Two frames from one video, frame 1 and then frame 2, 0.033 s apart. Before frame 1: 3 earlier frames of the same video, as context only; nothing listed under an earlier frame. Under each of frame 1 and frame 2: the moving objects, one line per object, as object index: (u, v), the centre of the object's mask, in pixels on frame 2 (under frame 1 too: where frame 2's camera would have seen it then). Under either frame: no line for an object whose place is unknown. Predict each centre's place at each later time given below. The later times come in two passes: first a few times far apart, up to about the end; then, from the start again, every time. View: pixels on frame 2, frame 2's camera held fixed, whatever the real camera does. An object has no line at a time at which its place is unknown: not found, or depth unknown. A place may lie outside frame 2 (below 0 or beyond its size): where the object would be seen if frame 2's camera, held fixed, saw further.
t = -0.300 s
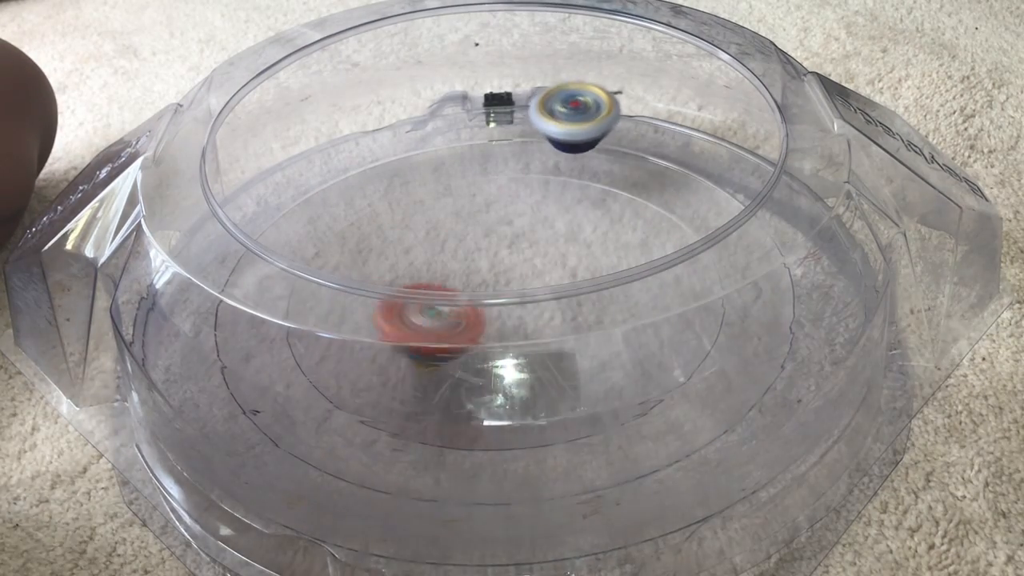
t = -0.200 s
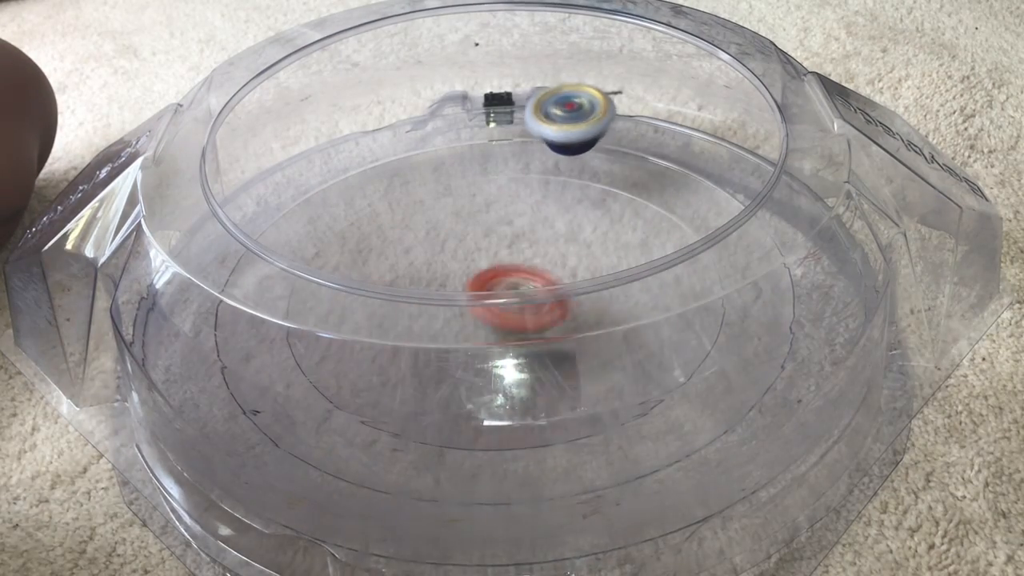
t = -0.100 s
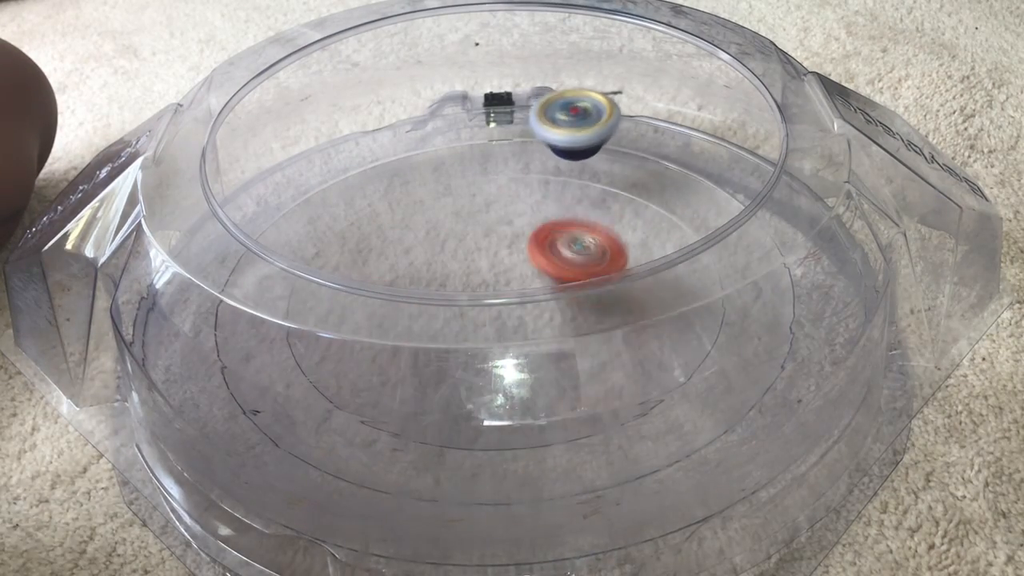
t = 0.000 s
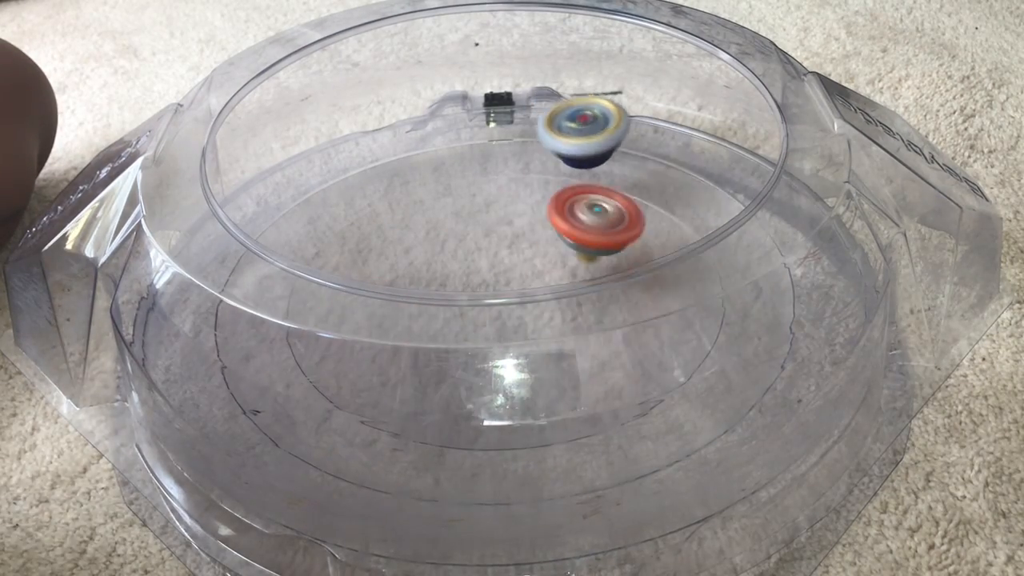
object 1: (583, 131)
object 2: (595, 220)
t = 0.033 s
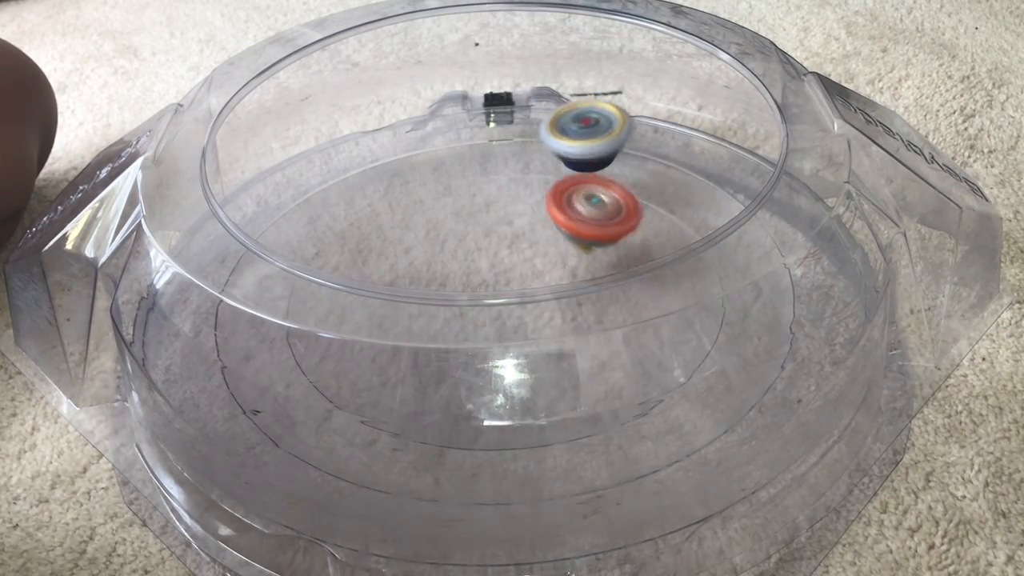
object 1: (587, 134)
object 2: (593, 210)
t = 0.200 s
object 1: (606, 140)
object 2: (522, 236)
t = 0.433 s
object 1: (634, 151)
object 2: (434, 291)
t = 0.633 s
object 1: (604, 186)
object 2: (534, 304)
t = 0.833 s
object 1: (465, 224)
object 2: (591, 293)
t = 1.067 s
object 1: (414, 332)
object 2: (530, 285)
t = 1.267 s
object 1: (555, 353)
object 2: (496, 268)
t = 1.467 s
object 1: (628, 266)
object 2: (520, 290)
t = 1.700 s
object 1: (507, 203)
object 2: (546, 283)
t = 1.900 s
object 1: (383, 242)
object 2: (514, 273)
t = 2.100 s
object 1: (411, 338)
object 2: (510, 305)
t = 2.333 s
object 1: (582, 335)
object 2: (526, 272)
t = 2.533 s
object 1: (608, 242)
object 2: (456, 286)
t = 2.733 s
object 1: (491, 206)
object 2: (507, 322)
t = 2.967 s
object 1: (375, 267)
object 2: (532, 247)
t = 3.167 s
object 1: (452, 346)
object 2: (439, 249)
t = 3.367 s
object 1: (610, 318)
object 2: (468, 317)
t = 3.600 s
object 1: (672, 195)
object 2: (521, 269)
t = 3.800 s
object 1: (680, 148)
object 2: (480, 261)
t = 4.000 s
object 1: (669, 146)
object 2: (483, 284)
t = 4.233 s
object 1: (672, 171)
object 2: (506, 280)
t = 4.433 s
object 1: (588, 221)
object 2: (508, 266)
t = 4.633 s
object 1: (521, 261)
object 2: (426, 306)
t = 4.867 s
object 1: (543, 333)
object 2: (417, 351)
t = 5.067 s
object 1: (583, 328)
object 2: (447, 363)
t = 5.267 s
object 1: (519, 269)
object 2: (480, 334)
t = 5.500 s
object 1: (439, 207)
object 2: (481, 310)
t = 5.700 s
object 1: (434, 169)
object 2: (464, 270)
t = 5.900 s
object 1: (482, 166)
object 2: (443, 257)
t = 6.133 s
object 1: (567, 206)
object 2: (454, 258)
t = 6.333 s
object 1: (610, 248)
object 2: (503, 258)
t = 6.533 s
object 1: (609, 316)
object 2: (539, 248)
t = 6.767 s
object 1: (543, 354)
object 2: (545, 246)
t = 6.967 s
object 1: (460, 361)
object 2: (540, 263)
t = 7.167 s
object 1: (421, 334)
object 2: (549, 302)
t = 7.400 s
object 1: (426, 263)
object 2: (551, 306)
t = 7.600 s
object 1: (452, 237)
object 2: (525, 305)
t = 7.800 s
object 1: (493, 238)
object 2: (483, 307)
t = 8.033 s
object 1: (561, 219)
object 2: (449, 328)
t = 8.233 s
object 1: (596, 244)
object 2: (465, 316)
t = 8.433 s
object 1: (580, 299)
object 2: (479, 270)
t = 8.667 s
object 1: (505, 332)
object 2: (480, 247)
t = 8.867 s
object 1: (446, 315)
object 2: (485, 243)
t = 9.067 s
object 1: (395, 303)
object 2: (565, 196)
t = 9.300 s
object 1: (451, 261)
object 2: (588, 199)
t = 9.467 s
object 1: (498, 264)
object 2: (587, 232)
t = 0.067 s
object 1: (588, 136)
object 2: (587, 207)
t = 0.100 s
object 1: (592, 139)
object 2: (577, 210)
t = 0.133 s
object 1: (598, 139)
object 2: (561, 217)
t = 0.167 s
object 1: (602, 139)
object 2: (543, 226)
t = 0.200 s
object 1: (606, 140)
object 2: (522, 236)
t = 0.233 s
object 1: (611, 140)
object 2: (501, 245)
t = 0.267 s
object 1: (615, 141)
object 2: (480, 255)
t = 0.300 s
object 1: (619, 143)
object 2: (461, 262)
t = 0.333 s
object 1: (624, 144)
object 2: (446, 266)
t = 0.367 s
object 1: (628, 146)
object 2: (437, 279)
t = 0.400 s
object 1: (631, 148)
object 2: (433, 286)
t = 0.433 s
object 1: (634, 151)
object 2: (434, 291)
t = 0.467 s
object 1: (638, 155)
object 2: (443, 307)
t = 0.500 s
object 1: (640, 158)
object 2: (458, 308)
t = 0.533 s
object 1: (639, 162)
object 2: (474, 309)
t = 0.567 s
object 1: (634, 169)
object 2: (495, 307)
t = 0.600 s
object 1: (622, 177)
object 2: (514, 306)
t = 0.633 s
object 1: (604, 186)
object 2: (534, 304)
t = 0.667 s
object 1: (586, 195)
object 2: (550, 286)
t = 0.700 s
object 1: (562, 206)
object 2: (565, 277)
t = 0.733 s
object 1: (538, 212)
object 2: (574, 273)
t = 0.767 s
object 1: (513, 213)
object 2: (585, 281)
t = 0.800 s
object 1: (487, 217)
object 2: (590, 282)
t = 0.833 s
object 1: (465, 224)
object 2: (591, 293)
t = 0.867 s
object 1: (446, 234)
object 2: (588, 294)
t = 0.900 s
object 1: (427, 248)
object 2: (582, 295)
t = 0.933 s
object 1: (415, 258)
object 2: (574, 298)
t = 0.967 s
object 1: (407, 277)
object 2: (565, 297)
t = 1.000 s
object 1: (404, 294)
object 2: (554, 298)
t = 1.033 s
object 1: (407, 309)
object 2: (540, 289)
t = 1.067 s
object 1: (414, 332)
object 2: (530, 285)
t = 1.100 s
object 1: (426, 341)
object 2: (520, 280)
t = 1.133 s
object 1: (450, 349)
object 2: (513, 269)
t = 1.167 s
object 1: (474, 356)
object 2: (506, 268)
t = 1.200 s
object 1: (504, 360)
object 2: (500, 268)
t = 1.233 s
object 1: (528, 358)
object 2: (497, 267)
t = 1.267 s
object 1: (555, 353)
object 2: (496, 268)
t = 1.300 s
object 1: (584, 343)
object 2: (496, 269)
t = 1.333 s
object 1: (605, 331)
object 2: (498, 271)
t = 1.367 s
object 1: (622, 318)
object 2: (501, 281)
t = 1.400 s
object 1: (636, 307)
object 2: (506, 286)
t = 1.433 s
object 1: (635, 283)
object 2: (513, 290)
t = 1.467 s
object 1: (628, 266)
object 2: (520, 290)
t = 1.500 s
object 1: (616, 246)
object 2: (527, 291)
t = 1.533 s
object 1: (607, 239)
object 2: (534, 303)
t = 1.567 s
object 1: (591, 228)
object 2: (539, 302)
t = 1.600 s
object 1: (575, 219)
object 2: (541, 302)
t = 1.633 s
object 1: (554, 211)
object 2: (544, 288)
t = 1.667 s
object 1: (531, 206)
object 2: (546, 287)
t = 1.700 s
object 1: (507, 203)
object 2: (546, 283)
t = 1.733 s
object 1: (483, 203)
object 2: (545, 278)
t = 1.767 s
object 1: (460, 205)
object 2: (541, 269)
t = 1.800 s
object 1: (436, 211)
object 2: (536, 269)
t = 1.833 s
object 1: (415, 218)
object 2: (529, 270)
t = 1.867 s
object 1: (397, 229)
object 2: (522, 271)
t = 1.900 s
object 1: (383, 242)
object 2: (514, 273)
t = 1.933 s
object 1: (373, 253)
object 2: (509, 282)
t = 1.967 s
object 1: (368, 273)
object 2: (504, 289)
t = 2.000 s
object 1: (370, 288)
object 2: (502, 292)
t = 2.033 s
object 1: (378, 305)
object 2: (503, 306)
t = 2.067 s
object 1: (391, 323)
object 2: (503, 305)
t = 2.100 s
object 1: (411, 338)
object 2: (510, 305)
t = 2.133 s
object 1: (428, 345)
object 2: (522, 305)
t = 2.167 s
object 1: (452, 352)
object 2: (533, 303)
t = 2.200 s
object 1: (480, 359)
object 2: (540, 301)
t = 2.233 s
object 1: (507, 358)
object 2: (545, 288)
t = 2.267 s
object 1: (535, 354)
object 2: (545, 281)
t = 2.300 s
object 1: (560, 345)
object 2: (535, 273)
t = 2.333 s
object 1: (582, 335)
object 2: (526, 272)
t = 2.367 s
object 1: (602, 322)
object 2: (514, 271)
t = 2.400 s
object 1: (618, 312)
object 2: (501, 270)
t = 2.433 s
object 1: (623, 289)
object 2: (488, 270)
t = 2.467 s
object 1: (623, 271)
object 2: (474, 271)
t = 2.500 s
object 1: (614, 249)
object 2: (464, 279)
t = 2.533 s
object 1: (608, 242)
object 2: (456, 286)
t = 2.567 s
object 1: (594, 234)
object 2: (450, 292)
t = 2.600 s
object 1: (578, 224)
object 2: (451, 307)
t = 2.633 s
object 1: (559, 216)
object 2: (458, 309)
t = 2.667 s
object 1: (539, 210)
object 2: (470, 316)
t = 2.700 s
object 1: (516, 207)
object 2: (488, 323)
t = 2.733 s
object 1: (491, 206)
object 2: (507, 322)
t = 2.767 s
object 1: (469, 207)
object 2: (524, 311)
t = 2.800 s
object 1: (448, 211)
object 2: (538, 302)
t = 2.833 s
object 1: (427, 217)
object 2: (546, 287)
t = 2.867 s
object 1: (408, 227)
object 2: (546, 269)
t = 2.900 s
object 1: (393, 239)
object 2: (547, 262)
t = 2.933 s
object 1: (382, 250)
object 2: (542, 256)
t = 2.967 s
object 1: (375, 267)
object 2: (532, 247)
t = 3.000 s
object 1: (375, 282)
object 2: (520, 242)
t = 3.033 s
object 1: (380, 299)
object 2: (504, 238)
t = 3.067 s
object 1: (390, 315)
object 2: (487, 237)
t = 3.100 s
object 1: (406, 331)
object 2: (470, 238)
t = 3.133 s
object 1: (426, 340)
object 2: (453, 242)
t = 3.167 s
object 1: (452, 346)
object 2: (439, 249)
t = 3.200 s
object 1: (482, 350)
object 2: (428, 259)
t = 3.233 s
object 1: (508, 348)
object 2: (423, 266)
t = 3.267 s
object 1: (536, 345)
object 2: (424, 284)
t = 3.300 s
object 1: (563, 336)
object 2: (431, 291)
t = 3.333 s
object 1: (586, 328)
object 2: (447, 311)
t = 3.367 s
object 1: (610, 318)
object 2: (468, 317)
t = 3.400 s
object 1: (623, 301)
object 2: (492, 324)
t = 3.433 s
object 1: (631, 284)
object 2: (519, 324)
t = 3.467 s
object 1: (635, 266)
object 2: (540, 310)
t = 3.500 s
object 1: (645, 247)
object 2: (550, 302)
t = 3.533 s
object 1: (659, 224)
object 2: (538, 288)
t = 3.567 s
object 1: (670, 209)
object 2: (530, 283)
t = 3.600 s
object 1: (672, 195)
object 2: (521, 269)
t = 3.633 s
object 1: (671, 182)
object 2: (513, 266)
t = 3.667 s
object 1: (667, 172)
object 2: (504, 262)
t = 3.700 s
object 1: (665, 164)
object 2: (496, 260)
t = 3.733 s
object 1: (667, 158)
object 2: (489, 259)
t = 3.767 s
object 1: (673, 152)
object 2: (484, 259)
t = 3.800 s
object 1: (680, 148)
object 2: (480, 261)
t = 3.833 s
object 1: (689, 144)
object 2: (477, 263)
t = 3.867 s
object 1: (691, 141)
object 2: (475, 265)
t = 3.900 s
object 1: (684, 142)
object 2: (475, 268)
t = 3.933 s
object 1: (676, 144)
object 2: (476, 270)
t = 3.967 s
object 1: (670, 145)
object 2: (480, 280)
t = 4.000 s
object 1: (669, 146)
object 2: (483, 284)
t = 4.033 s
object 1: (669, 148)
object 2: (486, 287)
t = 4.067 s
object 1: (670, 151)
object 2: (491, 289)
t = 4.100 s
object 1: (671, 154)
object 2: (495, 289)
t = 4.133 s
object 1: (672, 158)
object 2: (500, 289)
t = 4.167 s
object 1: (673, 162)
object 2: (503, 286)
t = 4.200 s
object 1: (673, 167)
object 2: (505, 284)
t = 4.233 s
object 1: (672, 171)
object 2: (506, 280)
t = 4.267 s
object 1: (669, 176)
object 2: (508, 277)
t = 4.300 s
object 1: (663, 184)
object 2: (509, 269)
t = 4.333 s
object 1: (651, 193)
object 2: (509, 268)
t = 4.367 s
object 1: (633, 202)
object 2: (510, 267)
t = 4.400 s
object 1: (611, 212)
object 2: (510, 266)
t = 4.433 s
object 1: (588, 221)
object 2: (508, 266)
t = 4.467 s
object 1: (578, 224)
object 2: (492, 269)
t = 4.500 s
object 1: (565, 229)
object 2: (480, 272)
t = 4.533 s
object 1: (550, 237)
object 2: (471, 284)
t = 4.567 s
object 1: (537, 245)
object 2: (457, 290)
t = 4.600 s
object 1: (528, 253)
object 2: (437, 292)
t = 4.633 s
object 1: (521, 261)
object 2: (426, 306)
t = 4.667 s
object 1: (514, 276)
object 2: (419, 312)
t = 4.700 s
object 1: (512, 288)
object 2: (412, 328)
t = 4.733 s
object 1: (513, 304)
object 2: (409, 331)
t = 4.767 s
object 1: (516, 309)
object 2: (413, 336)
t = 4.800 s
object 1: (522, 328)
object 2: (417, 341)
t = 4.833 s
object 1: (533, 330)
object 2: (416, 346)
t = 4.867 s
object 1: (543, 333)
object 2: (417, 351)
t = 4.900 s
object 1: (556, 336)
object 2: (421, 355)
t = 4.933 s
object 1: (565, 337)
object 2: (425, 358)
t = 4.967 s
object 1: (574, 336)
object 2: (431, 362)
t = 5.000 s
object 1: (580, 334)
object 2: (437, 363)
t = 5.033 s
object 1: (582, 332)
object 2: (441, 364)
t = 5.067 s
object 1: (583, 328)
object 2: (447, 363)
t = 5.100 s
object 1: (580, 325)
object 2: (453, 362)
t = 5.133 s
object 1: (576, 322)
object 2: (459, 358)
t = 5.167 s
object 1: (563, 305)
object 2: (467, 353)
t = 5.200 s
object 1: (551, 301)
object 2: (475, 347)
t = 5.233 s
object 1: (535, 285)
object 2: (480, 338)
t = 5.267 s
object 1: (519, 269)
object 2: (480, 334)
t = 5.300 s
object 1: (507, 266)
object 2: (482, 330)
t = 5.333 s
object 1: (493, 260)
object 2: (483, 326)
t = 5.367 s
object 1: (478, 254)
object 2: (485, 322)
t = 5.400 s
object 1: (464, 248)
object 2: (486, 313)
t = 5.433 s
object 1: (455, 232)
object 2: (485, 315)
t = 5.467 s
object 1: (446, 219)
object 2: (483, 314)
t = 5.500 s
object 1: (439, 207)
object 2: (481, 310)
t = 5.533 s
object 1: (434, 198)
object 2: (479, 307)
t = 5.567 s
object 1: (431, 189)
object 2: (478, 292)
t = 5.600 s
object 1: (429, 182)
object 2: (475, 288)
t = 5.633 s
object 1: (428, 176)
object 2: (470, 275)
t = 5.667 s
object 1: (430, 172)
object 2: (467, 272)
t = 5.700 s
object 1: (434, 169)
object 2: (464, 270)
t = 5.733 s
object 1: (438, 166)
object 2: (460, 267)
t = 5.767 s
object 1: (444, 164)
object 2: (456, 264)
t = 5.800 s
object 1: (451, 163)
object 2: (453, 262)
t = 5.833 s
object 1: (459, 163)
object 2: (449, 260)
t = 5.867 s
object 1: (469, 164)
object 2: (446, 258)
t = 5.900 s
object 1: (482, 166)
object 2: (443, 257)
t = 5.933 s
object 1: (495, 169)
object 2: (442, 256)
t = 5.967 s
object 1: (508, 174)
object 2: (441, 256)
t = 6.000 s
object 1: (518, 178)
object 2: (441, 256)
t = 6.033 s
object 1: (531, 184)
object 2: (442, 256)
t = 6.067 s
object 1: (545, 191)
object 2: (445, 256)
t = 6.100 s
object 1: (555, 198)
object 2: (448, 257)
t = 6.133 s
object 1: (567, 206)
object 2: (454, 258)
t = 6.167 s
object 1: (578, 214)
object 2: (460, 259)
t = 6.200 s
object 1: (585, 222)
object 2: (468, 260)
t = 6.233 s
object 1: (595, 231)
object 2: (476, 260)
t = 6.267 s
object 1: (602, 238)
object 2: (486, 260)
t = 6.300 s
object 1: (607, 244)
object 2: (494, 259)
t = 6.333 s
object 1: (610, 248)
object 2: (503, 258)
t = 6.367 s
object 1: (614, 264)
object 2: (511, 257)
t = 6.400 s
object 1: (613, 273)
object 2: (518, 255)
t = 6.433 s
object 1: (616, 288)
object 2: (524, 253)
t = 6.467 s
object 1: (613, 294)
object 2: (530, 251)
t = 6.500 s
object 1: (613, 311)
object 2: (535, 250)
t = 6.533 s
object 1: (609, 316)
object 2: (539, 248)
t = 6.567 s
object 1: (604, 321)
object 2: (542, 246)
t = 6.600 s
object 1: (597, 327)
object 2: (544, 245)
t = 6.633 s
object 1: (588, 332)
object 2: (545, 244)
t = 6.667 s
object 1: (581, 337)
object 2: (545, 244)
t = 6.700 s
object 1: (568, 343)
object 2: (546, 244)
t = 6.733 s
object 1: (560, 347)
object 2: (545, 245)
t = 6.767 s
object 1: (543, 354)
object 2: (545, 246)
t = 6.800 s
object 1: (532, 356)
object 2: (543, 248)
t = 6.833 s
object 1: (517, 359)
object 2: (542, 251)
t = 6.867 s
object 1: (503, 362)
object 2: (542, 254)
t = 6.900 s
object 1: (489, 362)
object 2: (540, 257)
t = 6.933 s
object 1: (476, 363)
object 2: (540, 260)
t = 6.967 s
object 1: (460, 361)
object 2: (540, 263)
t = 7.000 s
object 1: (450, 358)
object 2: (541, 265)
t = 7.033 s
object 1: (441, 355)
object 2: (541, 277)
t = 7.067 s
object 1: (435, 350)
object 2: (542, 281)
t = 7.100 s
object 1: (429, 344)
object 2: (543, 288)
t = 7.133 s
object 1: (425, 338)
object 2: (544, 288)
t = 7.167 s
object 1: (421, 334)
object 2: (549, 302)
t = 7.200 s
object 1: (418, 329)
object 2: (546, 302)
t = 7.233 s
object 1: (418, 316)
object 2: (549, 302)
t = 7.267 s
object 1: (418, 305)
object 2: (550, 303)
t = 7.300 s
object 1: (418, 290)
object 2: (551, 304)
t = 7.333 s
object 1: (419, 284)
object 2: (552, 306)
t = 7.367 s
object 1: (423, 267)
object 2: (551, 306)
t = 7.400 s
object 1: (426, 263)
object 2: (551, 306)
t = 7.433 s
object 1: (429, 260)
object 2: (549, 307)
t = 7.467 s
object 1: (433, 256)
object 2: (547, 307)
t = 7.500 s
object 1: (437, 252)
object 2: (545, 306)
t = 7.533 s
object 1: (443, 247)
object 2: (539, 306)
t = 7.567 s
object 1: (447, 242)
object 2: (533, 305)
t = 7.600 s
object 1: (452, 237)
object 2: (525, 305)
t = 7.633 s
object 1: (459, 234)
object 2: (518, 304)
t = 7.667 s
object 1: (466, 232)
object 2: (511, 304)
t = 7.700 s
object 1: (472, 231)
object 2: (504, 304)
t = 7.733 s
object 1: (479, 233)
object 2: (498, 307)
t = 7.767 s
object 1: (485, 235)
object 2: (490, 307)
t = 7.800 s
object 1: (493, 238)
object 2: (483, 307)
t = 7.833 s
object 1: (509, 232)
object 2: (470, 315)
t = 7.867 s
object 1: (520, 225)
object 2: (461, 323)
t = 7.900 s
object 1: (530, 223)
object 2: (456, 324)
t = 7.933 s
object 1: (538, 220)
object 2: (453, 327)
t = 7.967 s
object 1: (545, 218)
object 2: (450, 328)
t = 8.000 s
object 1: (552, 218)
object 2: (449, 328)
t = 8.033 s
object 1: (561, 219)
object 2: (449, 328)
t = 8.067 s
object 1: (568, 221)
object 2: (449, 328)
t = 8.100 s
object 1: (575, 224)
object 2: (451, 327)
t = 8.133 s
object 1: (583, 228)
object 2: (453, 327)
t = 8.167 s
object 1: (588, 234)
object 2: (456, 324)
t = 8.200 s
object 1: (593, 239)
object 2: (460, 323)
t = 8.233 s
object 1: (596, 244)
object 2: (465, 316)
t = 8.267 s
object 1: (599, 248)
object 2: (469, 310)
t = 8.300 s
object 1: (600, 252)
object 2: (472, 309)
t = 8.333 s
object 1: (599, 271)
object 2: (475, 292)
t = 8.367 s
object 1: (594, 279)
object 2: (477, 285)
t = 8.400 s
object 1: (589, 293)
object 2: (477, 273)
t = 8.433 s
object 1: (580, 299)
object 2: (479, 270)
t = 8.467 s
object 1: (572, 305)
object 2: (481, 266)
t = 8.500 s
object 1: (561, 320)
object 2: (481, 263)
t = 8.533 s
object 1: (551, 325)
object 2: (481, 259)
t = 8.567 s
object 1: (540, 328)
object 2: (481, 256)
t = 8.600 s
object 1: (529, 330)
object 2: (481, 253)
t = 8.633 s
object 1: (517, 331)
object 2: (480, 250)
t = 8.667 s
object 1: (505, 332)
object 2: (480, 247)
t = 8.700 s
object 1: (493, 332)
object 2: (479, 245)
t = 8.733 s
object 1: (480, 332)
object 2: (480, 244)
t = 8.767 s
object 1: (471, 332)
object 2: (480, 243)
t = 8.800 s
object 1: (463, 330)
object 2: (481, 242)
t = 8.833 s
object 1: (456, 327)
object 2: (483, 242)
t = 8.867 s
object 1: (446, 315)
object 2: (485, 243)
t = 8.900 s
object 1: (440, 309)
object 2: (488, 244)
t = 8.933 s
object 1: (423, 310)
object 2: (509, 232)
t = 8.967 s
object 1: (409, 310)
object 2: (528, 218)
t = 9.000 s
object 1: (398, 307)
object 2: (545, 208)
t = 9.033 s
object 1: (395, 304)
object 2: (557, 201)
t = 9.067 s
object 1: (395, 303)
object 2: (565, 196)
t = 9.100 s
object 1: (398, 288)
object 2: (572, 193)
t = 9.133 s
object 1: (403, 283)
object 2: (577, 191)
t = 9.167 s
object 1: (410, 276)
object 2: (581, 190)
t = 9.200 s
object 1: (420, 265)
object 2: (583, 191)
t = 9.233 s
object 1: (429, 263)
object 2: (585, 193)
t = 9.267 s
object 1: (440, 262)
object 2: (587, 195)
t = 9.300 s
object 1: (451, 261)
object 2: (588, 199)
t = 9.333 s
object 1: (464, 261)
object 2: (589, 204)
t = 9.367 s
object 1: (475, 261)
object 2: (588, 210)
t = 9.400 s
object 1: (485, 262)
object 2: (587, 217)
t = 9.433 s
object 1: (496, 263)
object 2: (586, 225)
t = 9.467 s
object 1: (498, 264)
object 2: (587, 232)
